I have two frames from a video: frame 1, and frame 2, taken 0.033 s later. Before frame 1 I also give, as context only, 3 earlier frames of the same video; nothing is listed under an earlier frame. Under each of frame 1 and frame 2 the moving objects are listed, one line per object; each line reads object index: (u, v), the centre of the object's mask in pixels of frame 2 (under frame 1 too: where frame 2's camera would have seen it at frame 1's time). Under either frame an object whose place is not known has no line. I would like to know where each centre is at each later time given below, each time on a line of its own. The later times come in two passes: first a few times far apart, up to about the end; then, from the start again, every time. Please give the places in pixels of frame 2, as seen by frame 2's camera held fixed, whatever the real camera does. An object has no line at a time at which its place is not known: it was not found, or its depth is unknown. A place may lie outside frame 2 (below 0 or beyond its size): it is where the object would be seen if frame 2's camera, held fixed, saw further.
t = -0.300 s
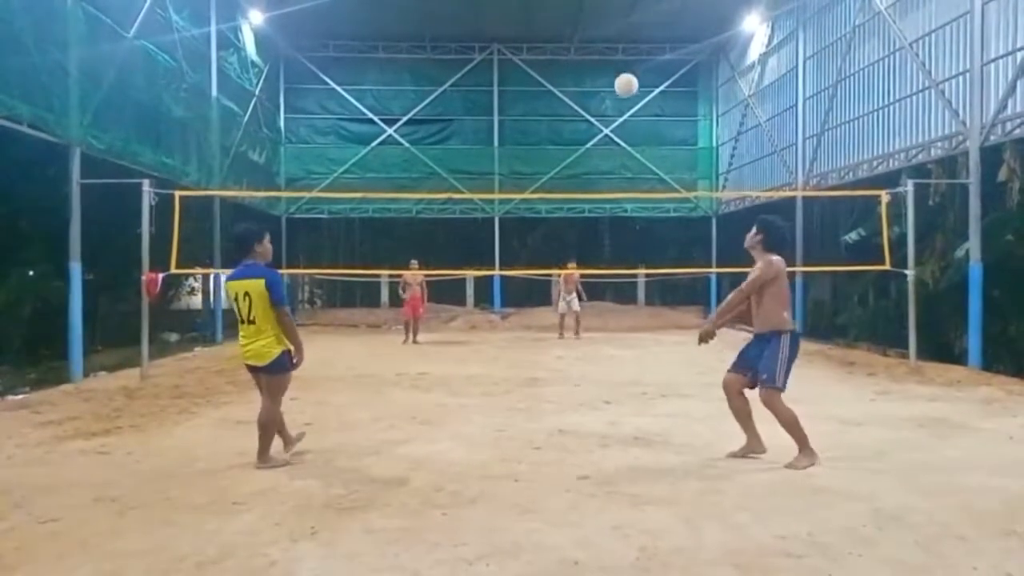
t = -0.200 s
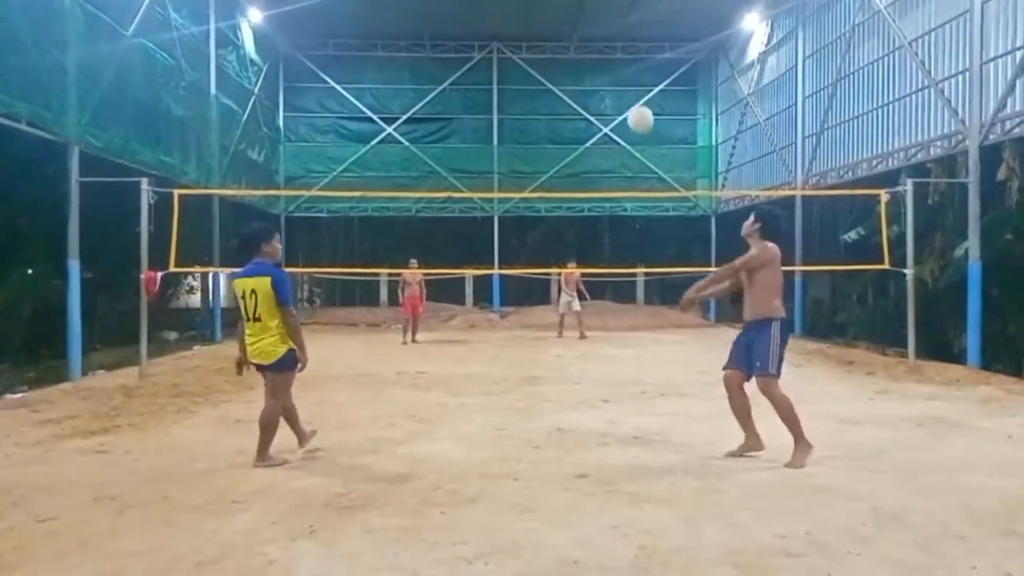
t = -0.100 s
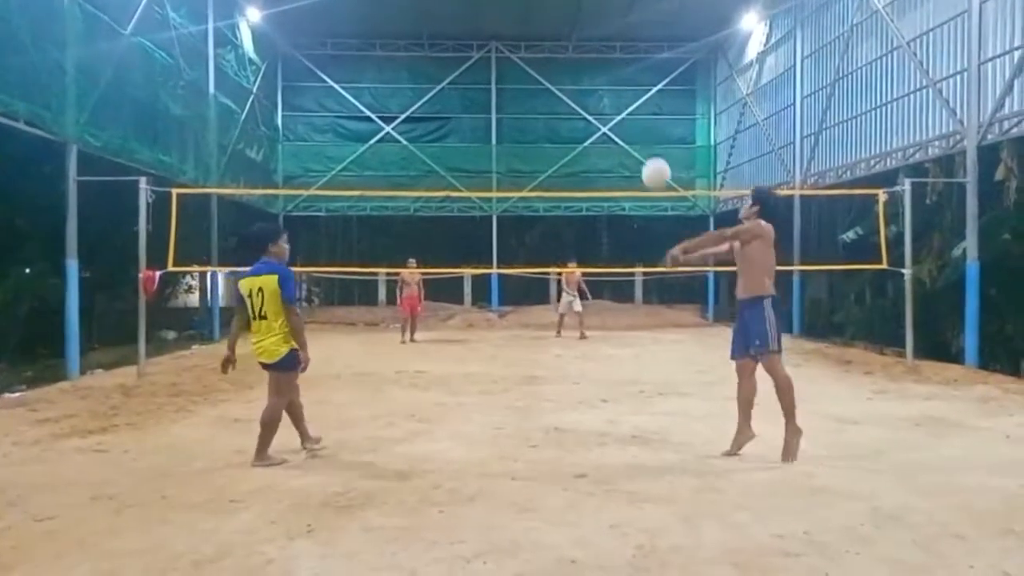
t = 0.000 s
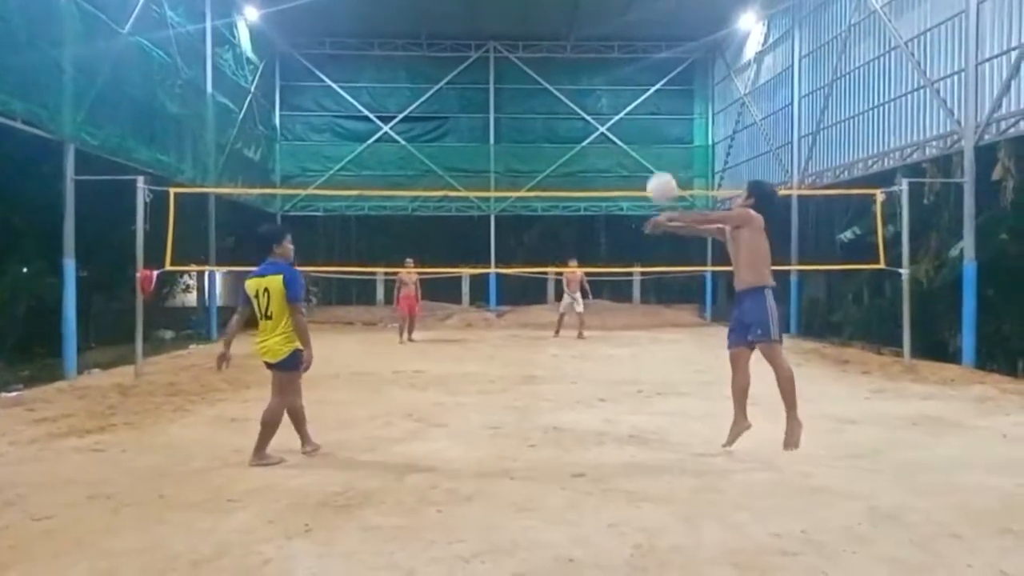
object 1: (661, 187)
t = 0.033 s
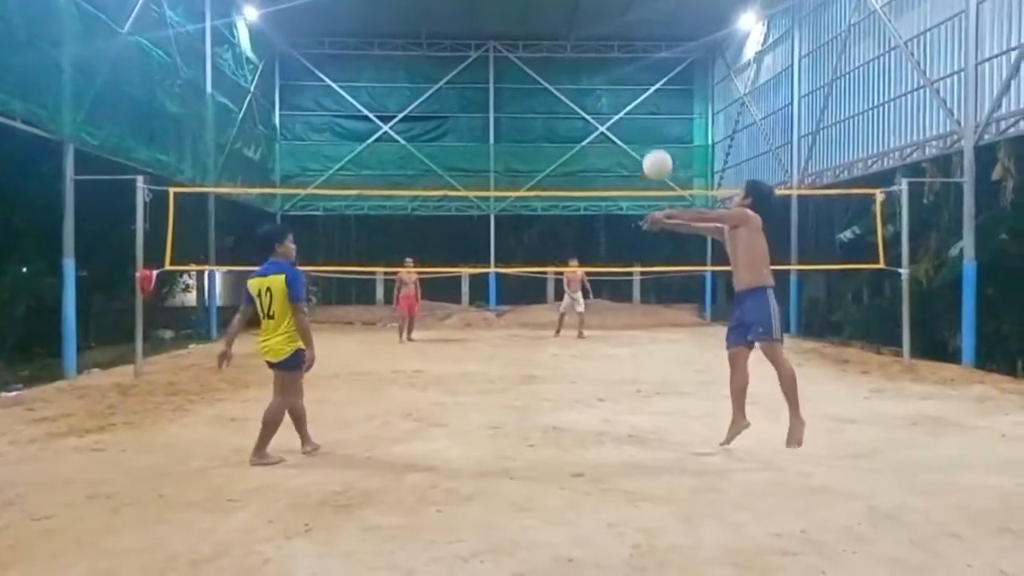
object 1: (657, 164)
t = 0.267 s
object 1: (634, 67)
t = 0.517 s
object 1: (618, 50)
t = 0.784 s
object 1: (606, 88)
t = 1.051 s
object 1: (597, 163)
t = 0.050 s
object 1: (655, 153)
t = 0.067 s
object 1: (654, 142)
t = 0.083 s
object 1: (651, 134)
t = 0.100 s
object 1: (650, 126)
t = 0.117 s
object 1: (648, 118)
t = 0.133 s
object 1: (647, 111)
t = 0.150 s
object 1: (645, 103)
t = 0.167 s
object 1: (643, 97)
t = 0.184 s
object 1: (641, 91)
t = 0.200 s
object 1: (640, 85)
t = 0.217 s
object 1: (638, 80)
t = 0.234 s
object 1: (637, 76)
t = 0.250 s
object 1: (636, 72)
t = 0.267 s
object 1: (634, 67)
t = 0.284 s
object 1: (633, 64)
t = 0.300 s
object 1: (632, 61)
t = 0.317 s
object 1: (630, 59)
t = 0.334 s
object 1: (629, 56)
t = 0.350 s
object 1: (628, 54)
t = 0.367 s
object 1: (627, 53)
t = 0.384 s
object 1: (626, 51)
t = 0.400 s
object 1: (624, 50)
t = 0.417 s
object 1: (624, 49)
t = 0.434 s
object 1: (623, 49)
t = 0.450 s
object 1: (622, 49)
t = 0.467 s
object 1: (621, 49)
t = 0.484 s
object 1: (620, 49)
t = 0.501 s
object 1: (619, 50)
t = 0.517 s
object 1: (618, 50)
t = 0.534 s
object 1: (617, 51)
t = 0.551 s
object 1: (616, 52)
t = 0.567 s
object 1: (616, 54)
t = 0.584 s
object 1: (615, 55)
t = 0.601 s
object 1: (614, 57)
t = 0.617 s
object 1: (613, 59)
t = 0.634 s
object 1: (613, 61)
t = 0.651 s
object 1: (612, 63)
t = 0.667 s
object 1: (611, 66)
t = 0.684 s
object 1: (610, 69)
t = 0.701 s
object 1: (610, 72)
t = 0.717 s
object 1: (609, 75)
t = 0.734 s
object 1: (608, 77)
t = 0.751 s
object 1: (607, 81)
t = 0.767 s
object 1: (607, 85)
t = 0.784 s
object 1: (606, 88)
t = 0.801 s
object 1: (606, 92)
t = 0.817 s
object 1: (605, 96)
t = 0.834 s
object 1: (605, 100)
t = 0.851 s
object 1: (604, 104)
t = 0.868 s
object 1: (603, 108)
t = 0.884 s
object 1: (602, 113)
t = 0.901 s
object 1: (602, 117)
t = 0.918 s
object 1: (601, 121)
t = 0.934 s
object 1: (600, 127)
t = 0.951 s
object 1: (599, 133)
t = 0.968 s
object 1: (600, 137)
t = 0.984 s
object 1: (599, 142)
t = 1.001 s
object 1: (598, 147)
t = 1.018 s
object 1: (597, 152)
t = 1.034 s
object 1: (597, 158)
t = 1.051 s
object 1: (597, 163)
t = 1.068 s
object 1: (596, 169)
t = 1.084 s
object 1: (596, 175)
